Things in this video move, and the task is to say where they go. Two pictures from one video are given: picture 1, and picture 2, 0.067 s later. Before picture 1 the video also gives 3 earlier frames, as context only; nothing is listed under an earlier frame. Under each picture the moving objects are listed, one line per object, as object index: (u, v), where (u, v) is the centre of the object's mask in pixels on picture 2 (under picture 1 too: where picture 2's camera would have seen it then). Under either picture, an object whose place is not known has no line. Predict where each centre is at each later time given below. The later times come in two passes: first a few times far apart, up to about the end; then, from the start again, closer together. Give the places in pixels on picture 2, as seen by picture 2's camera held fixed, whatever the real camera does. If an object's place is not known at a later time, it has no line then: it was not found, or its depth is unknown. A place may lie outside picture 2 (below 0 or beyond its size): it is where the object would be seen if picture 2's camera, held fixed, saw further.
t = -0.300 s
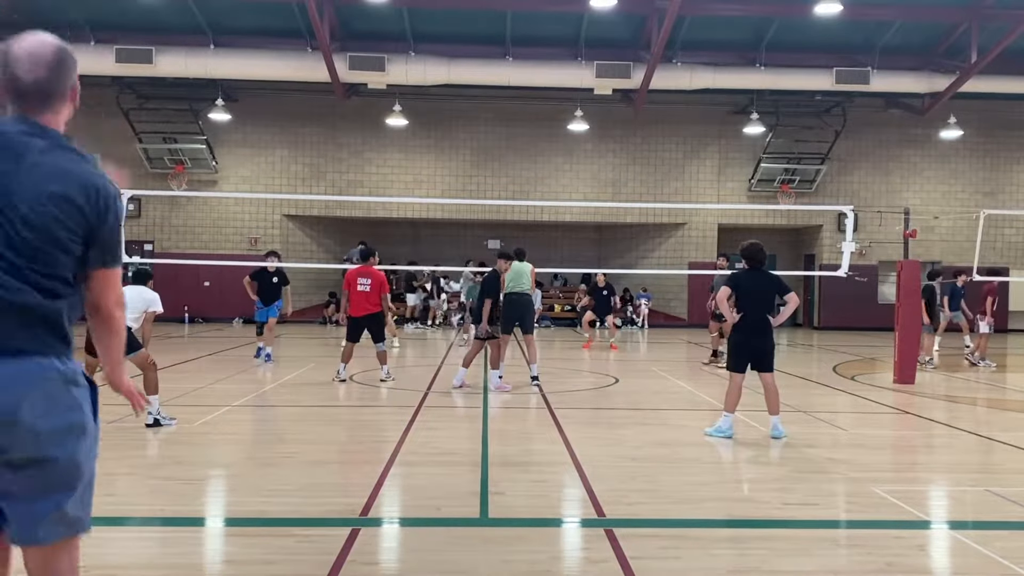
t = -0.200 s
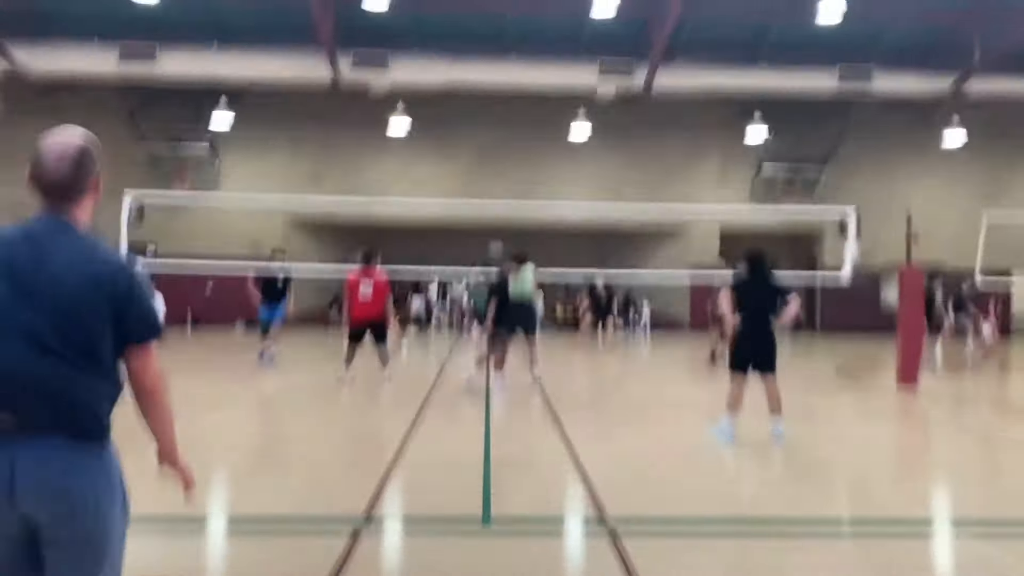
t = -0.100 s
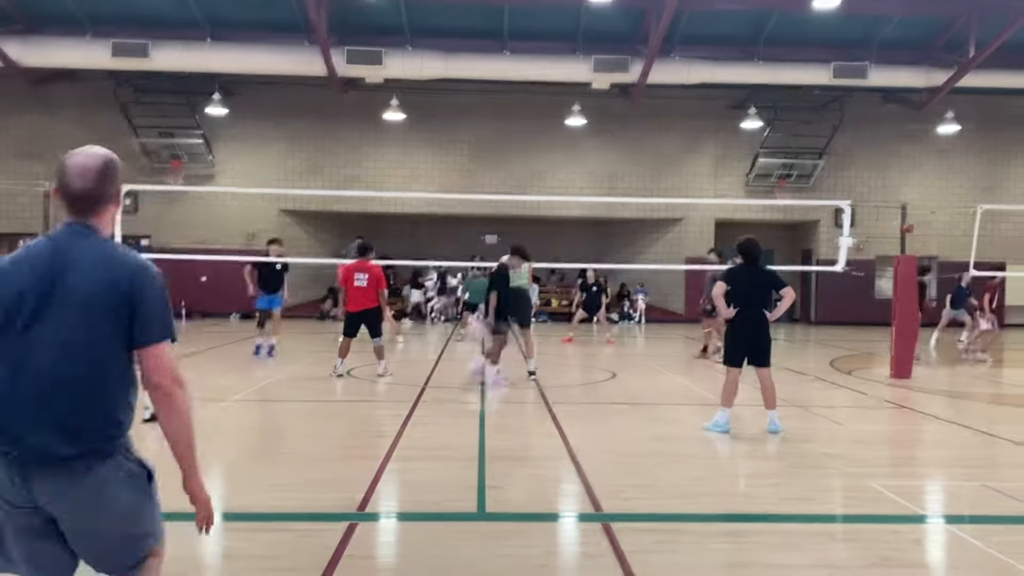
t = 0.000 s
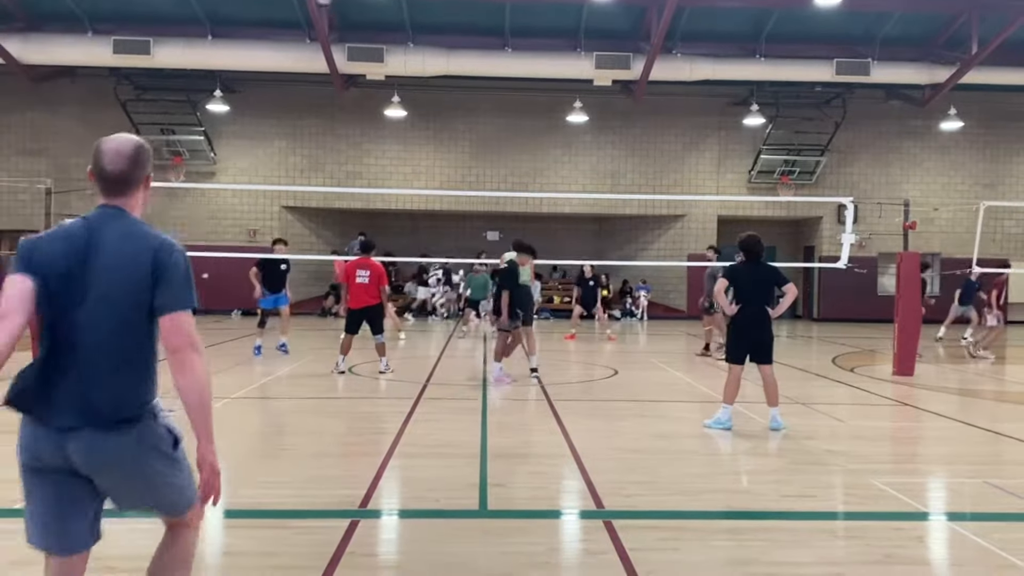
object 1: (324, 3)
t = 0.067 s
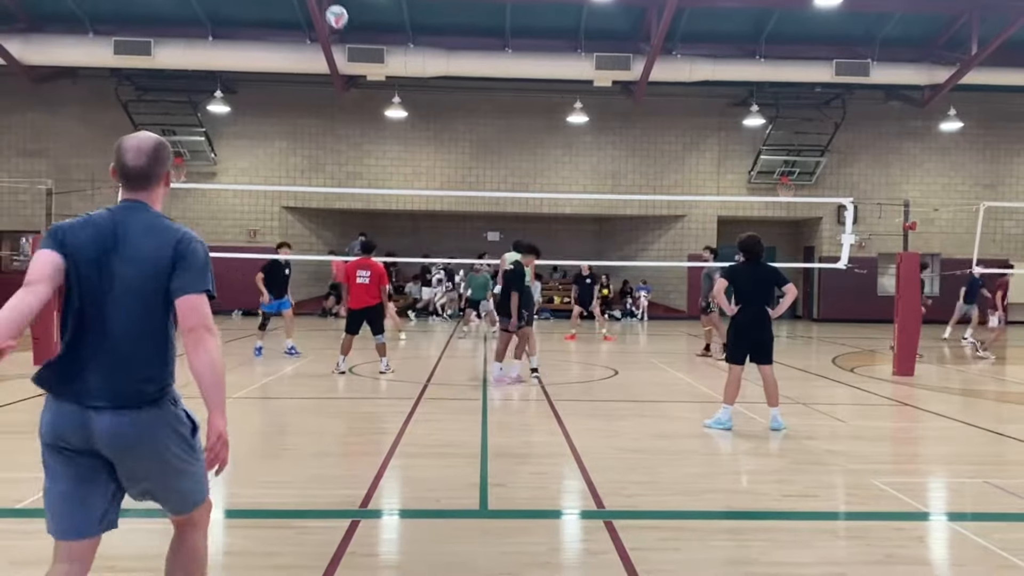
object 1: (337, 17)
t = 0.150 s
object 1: (351, 47)
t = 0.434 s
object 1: (385, 147)
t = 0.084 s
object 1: (339, 23)
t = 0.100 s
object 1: (343, 29)
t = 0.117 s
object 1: (346, 35)
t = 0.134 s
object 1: (348, 40)
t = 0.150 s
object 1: (351, 47)
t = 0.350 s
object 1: (377, 119)
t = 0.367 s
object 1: (378, 125)
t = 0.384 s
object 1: (380, 131)
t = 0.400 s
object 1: (382, 137)
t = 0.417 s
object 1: (383, 143)
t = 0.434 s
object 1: (385, 147)
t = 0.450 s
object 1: (385, 154)
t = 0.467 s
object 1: (387, 160)
